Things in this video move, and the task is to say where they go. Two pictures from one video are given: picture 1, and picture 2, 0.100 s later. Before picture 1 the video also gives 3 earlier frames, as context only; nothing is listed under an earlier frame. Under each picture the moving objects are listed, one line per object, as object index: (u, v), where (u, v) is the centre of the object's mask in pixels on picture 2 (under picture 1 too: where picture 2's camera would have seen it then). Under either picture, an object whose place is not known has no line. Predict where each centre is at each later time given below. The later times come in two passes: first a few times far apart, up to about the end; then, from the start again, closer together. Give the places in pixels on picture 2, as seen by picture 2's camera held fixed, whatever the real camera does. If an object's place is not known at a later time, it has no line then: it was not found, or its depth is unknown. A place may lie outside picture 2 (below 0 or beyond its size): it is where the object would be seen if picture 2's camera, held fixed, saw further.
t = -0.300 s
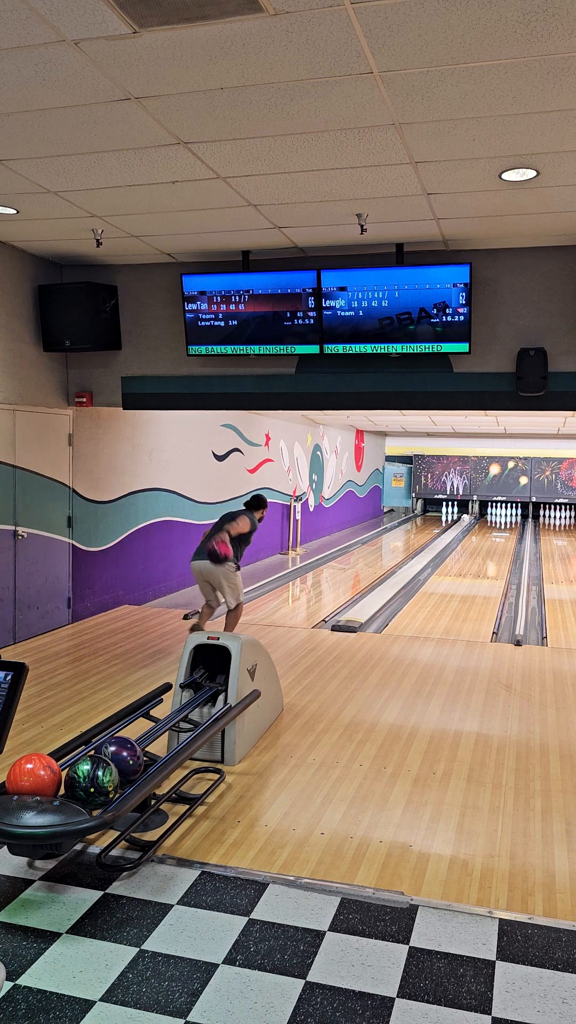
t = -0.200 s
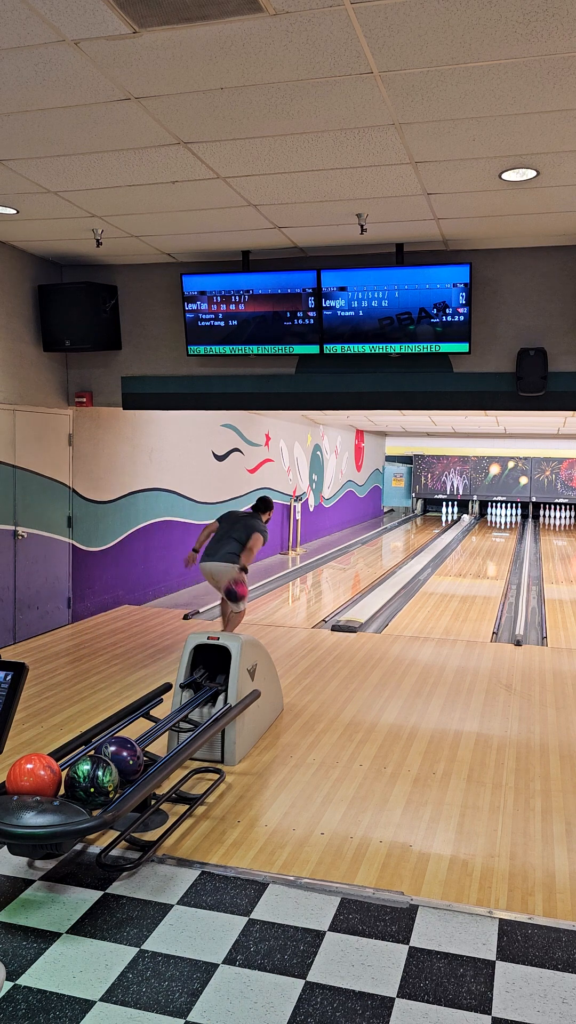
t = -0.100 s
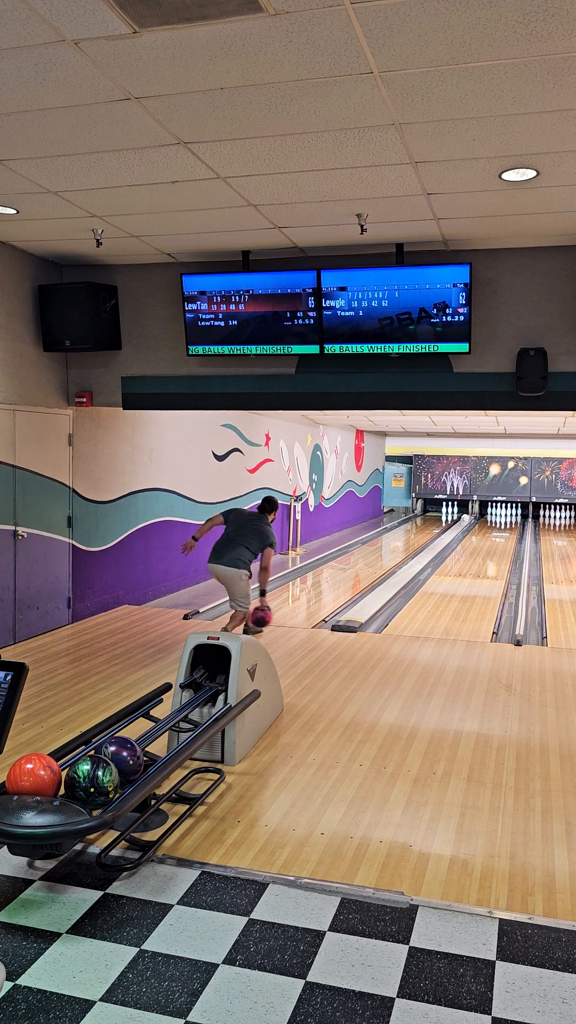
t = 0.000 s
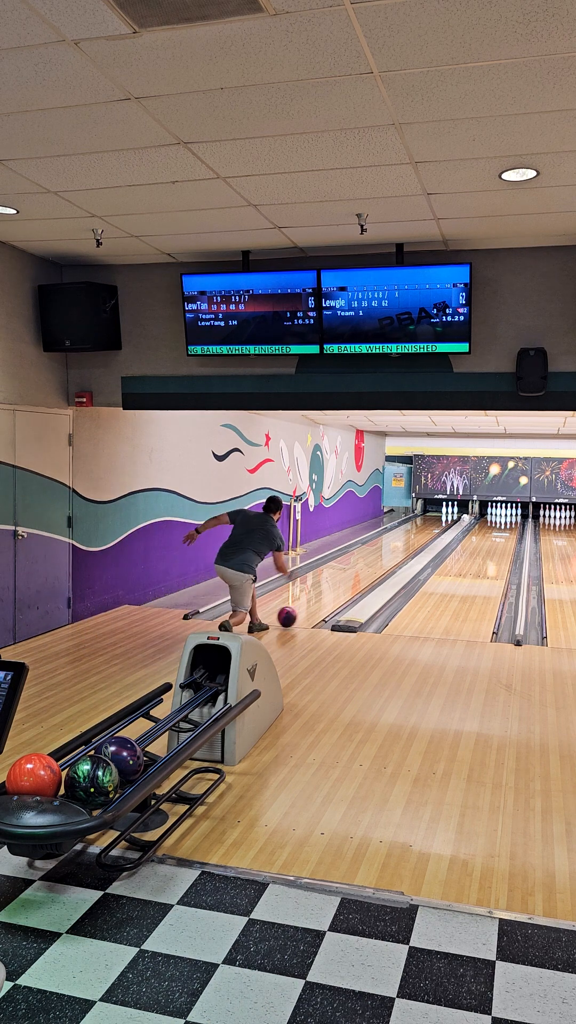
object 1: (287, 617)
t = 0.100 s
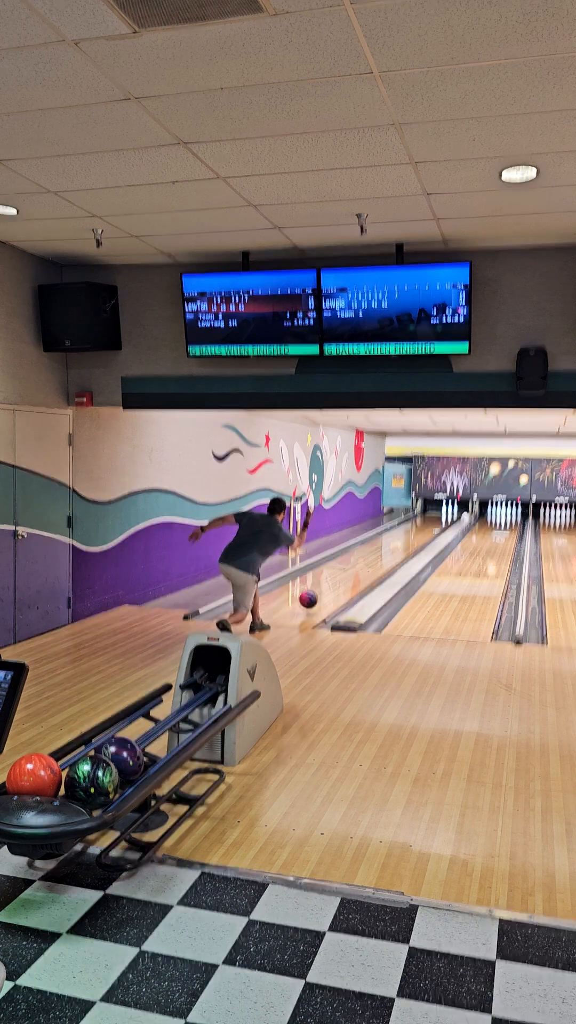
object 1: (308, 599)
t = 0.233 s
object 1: (331, 590)
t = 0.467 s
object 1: (362, 570)
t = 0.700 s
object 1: (384, 556)
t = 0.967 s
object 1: (403, 544)
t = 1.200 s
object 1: (416, 536)
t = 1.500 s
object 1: (428, 526)
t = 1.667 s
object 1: (434, 523)
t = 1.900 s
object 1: (440, 518)
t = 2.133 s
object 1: (446, 515)
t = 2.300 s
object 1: (449, 513)
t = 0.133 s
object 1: (314, 595)
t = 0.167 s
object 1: (320, 593)
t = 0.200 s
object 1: (326, 591)
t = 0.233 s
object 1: (331, 590)
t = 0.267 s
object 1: (336, 587)
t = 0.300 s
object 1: (341, 584)
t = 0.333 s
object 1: (346, 581)
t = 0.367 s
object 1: (350, 578)
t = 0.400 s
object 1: (354, 575)
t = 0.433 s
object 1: (358, 573)
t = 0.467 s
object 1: (362, 570)
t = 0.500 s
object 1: (366, 568)
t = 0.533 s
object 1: (369, 566)
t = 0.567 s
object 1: (372, 564)
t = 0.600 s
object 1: (375, 562)
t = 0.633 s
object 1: (378, 560)
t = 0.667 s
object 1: (381, 558)
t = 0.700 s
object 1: (384, 556)
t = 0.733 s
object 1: (387, 555)
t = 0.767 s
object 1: (389, 553)
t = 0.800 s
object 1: (392, 551)
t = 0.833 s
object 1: (394, 550)
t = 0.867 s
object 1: (397, 548)
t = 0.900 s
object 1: (399, 547)
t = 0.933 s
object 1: (401, 545)
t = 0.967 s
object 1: (403, 544)
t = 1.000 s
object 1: (405, 543)
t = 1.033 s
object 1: (407, 541)
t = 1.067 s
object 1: (409, 540)
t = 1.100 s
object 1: (411, 539)
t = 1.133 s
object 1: (412, 538)
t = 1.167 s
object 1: (414, 537)
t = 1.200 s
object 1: (416, 536)
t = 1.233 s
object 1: (417, 534)
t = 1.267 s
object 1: (419, 534)
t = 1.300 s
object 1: (420, 532)
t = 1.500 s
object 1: (428, 526)
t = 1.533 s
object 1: (430, 526)
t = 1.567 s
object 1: (431, 525)
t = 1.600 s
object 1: (432, 525)
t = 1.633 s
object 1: (433, 524)
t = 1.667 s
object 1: (434, 523)
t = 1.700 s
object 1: (435, 522)
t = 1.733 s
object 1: (436, 522)
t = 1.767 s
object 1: (437, 521)
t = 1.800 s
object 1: (438, 520)
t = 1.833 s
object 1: (438, 519)
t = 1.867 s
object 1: (439, 519)
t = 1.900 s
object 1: (440, 518)
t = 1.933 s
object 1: (441, 518)
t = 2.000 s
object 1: (443, 517)
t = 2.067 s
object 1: (444, 515)
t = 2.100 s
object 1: (445, 515)
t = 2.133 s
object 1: (446, 515)
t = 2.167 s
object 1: (447, 514)
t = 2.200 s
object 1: (447, 514)
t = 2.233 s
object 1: (448, 513)
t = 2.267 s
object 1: (449, 513)
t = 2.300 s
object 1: (449, 513)
